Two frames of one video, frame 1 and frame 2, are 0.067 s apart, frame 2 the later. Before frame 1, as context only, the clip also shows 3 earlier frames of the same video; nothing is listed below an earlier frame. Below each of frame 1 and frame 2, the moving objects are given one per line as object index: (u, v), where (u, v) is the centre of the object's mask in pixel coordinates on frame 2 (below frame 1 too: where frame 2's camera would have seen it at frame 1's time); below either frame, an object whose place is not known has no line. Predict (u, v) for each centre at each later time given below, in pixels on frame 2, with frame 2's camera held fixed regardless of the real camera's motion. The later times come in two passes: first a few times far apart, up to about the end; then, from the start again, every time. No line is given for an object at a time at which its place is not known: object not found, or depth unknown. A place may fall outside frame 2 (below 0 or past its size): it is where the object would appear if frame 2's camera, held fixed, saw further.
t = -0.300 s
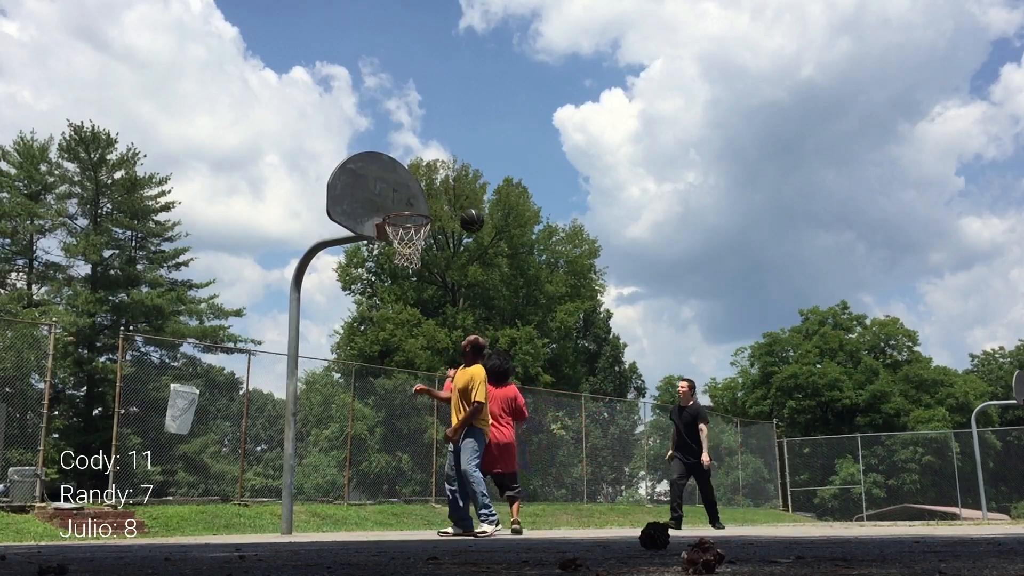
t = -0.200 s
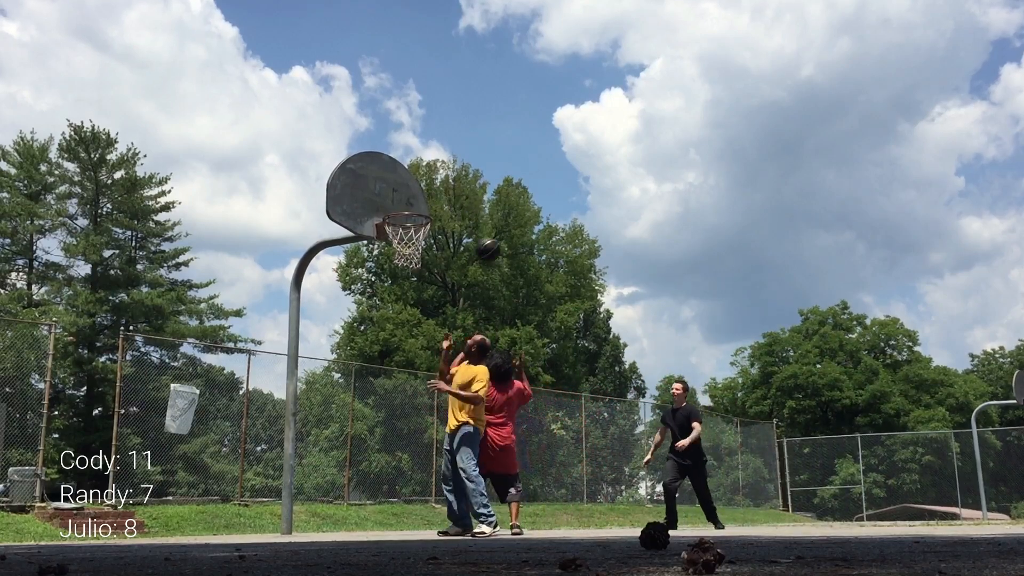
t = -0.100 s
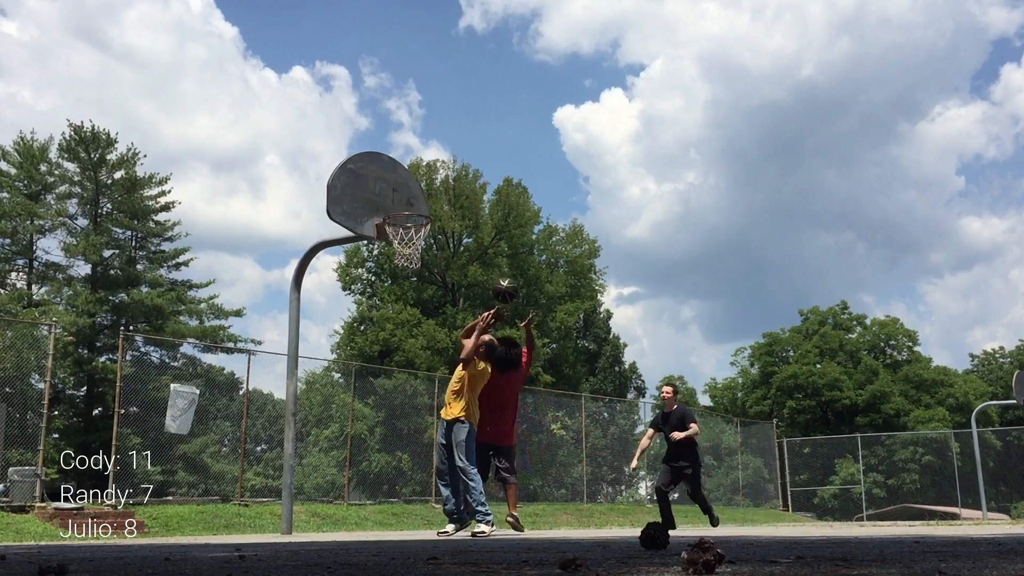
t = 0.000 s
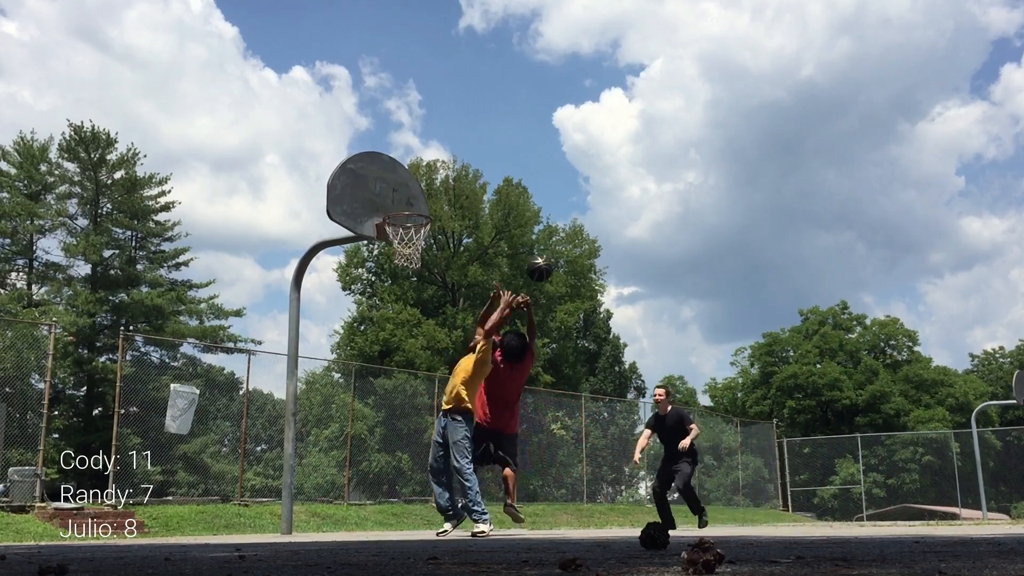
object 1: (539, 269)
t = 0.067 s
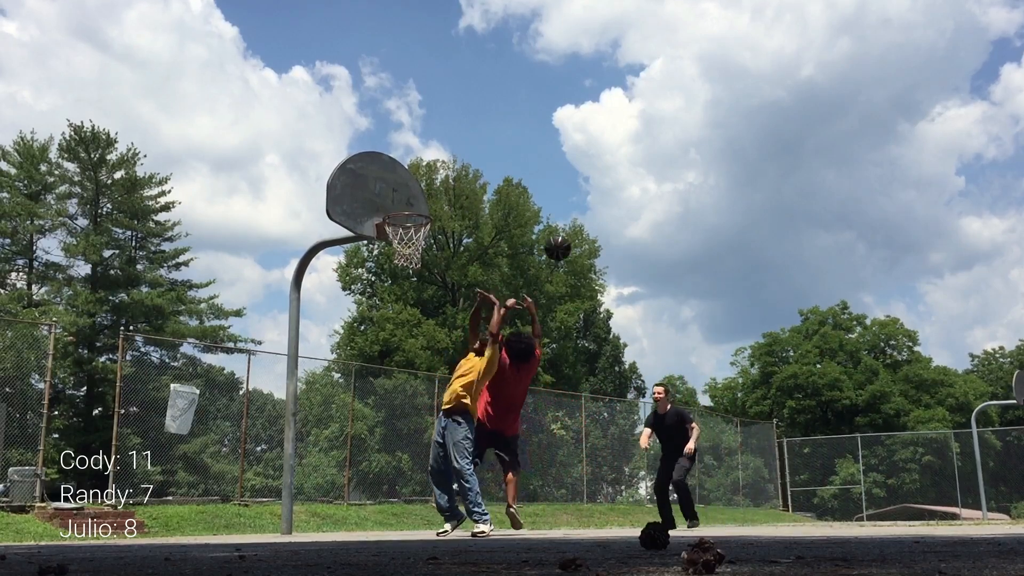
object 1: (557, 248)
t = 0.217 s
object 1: (601, 215)
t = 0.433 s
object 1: (671, 211)
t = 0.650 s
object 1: (752, 263)
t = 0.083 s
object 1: (562, 243)
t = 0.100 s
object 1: (568, 238)
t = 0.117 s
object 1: (572, 234)
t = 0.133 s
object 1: (577, 231)
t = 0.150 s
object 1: (582, 227)
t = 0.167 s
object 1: (586, 224)
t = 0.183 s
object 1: (591, 221)
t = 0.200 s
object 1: (596, 218)
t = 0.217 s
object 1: (601, 215)
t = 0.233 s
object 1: (606, 213)
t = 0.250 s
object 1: (612, 211)
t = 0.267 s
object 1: (617, 210)
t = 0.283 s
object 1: (622, 208)
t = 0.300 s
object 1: (627, 208)
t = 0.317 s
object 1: (633, 207)
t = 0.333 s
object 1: (638, 207)
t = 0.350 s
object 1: (643, 207)
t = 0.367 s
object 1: (649, 207)
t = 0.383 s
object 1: (654, 207)
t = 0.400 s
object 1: (660, 208)
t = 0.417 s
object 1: (665, 209)
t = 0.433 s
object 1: (671, 211)
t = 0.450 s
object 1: (677, 213)
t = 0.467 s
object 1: (683, 215)
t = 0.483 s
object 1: (689, 218)
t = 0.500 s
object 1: (695, 221)
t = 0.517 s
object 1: (701, 224)
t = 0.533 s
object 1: (707, 227)
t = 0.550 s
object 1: (713, 231)
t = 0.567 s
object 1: (719, 236)
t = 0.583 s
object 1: (725, 240)
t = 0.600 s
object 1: (732, 245)
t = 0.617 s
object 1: (738, 251)
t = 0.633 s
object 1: (745, 257)
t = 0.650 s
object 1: (752, 263)
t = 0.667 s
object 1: (759, 270)
